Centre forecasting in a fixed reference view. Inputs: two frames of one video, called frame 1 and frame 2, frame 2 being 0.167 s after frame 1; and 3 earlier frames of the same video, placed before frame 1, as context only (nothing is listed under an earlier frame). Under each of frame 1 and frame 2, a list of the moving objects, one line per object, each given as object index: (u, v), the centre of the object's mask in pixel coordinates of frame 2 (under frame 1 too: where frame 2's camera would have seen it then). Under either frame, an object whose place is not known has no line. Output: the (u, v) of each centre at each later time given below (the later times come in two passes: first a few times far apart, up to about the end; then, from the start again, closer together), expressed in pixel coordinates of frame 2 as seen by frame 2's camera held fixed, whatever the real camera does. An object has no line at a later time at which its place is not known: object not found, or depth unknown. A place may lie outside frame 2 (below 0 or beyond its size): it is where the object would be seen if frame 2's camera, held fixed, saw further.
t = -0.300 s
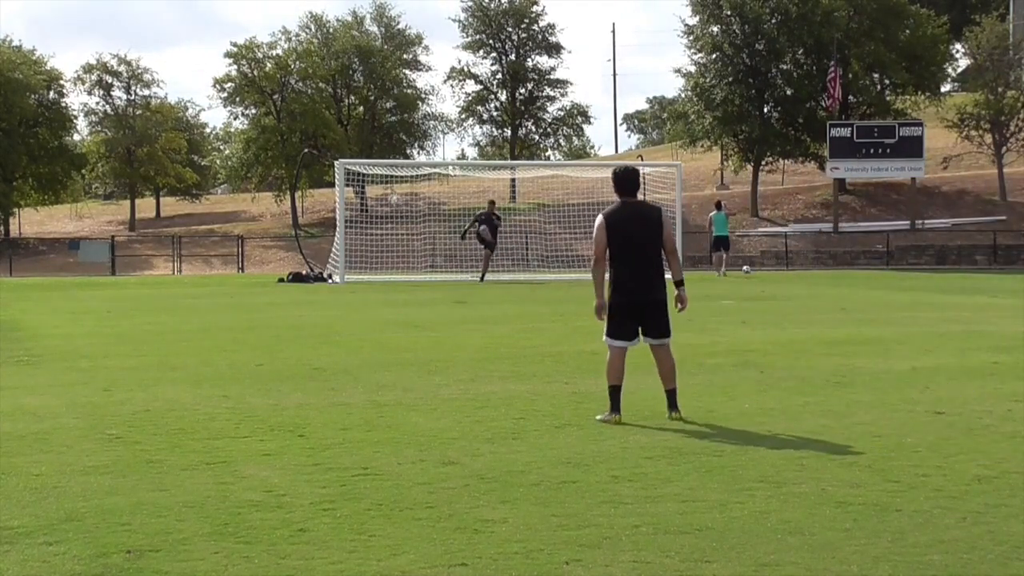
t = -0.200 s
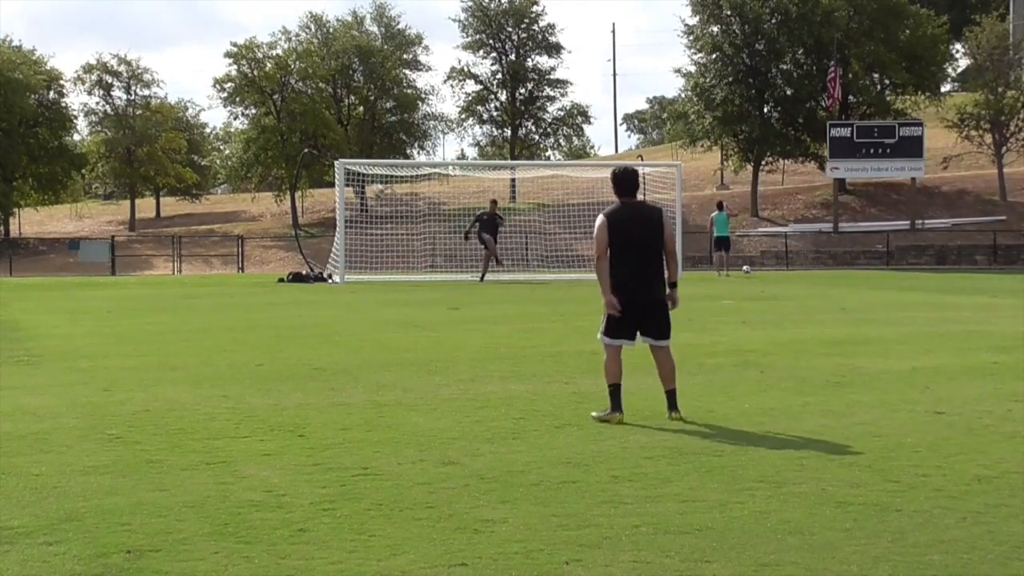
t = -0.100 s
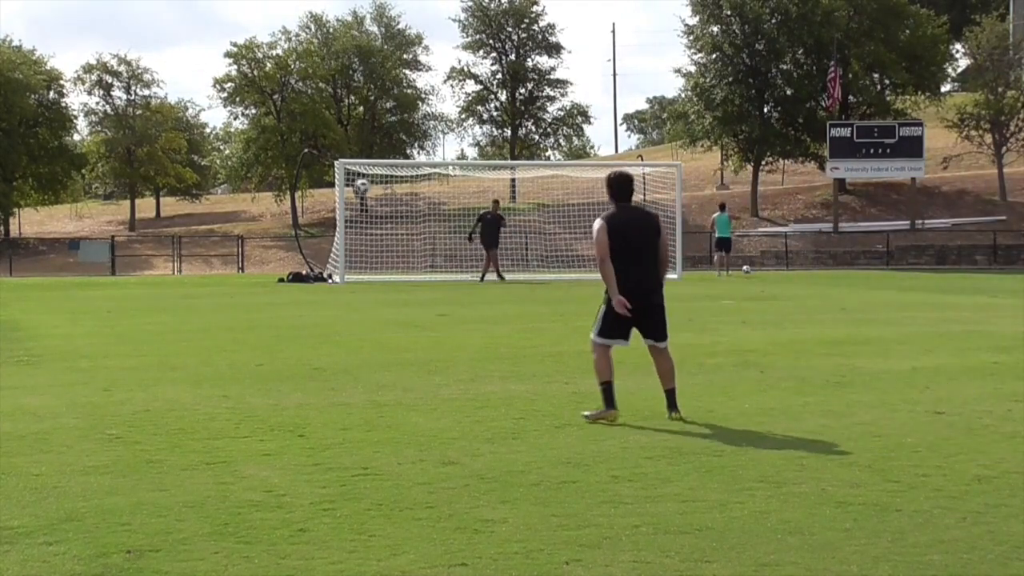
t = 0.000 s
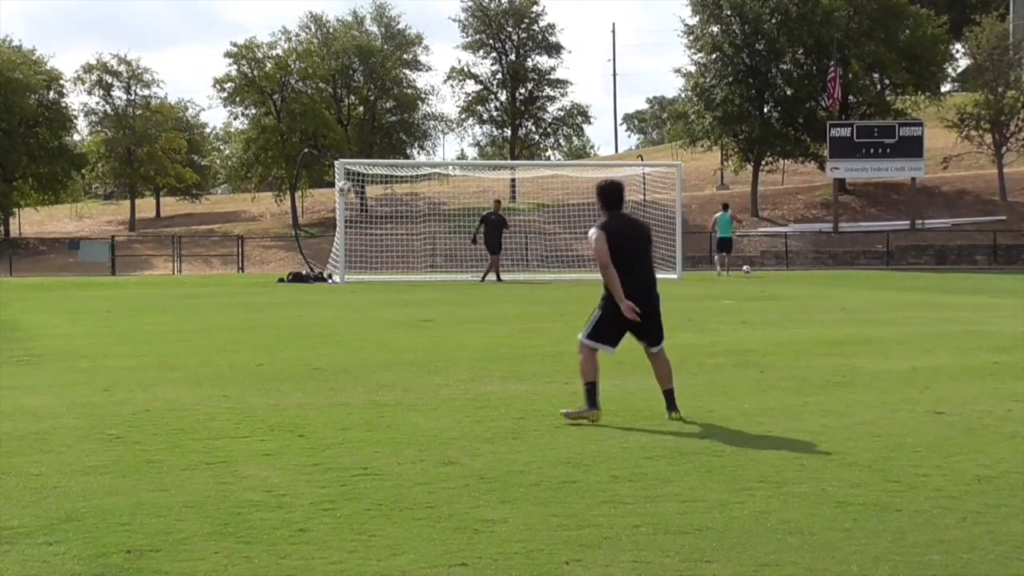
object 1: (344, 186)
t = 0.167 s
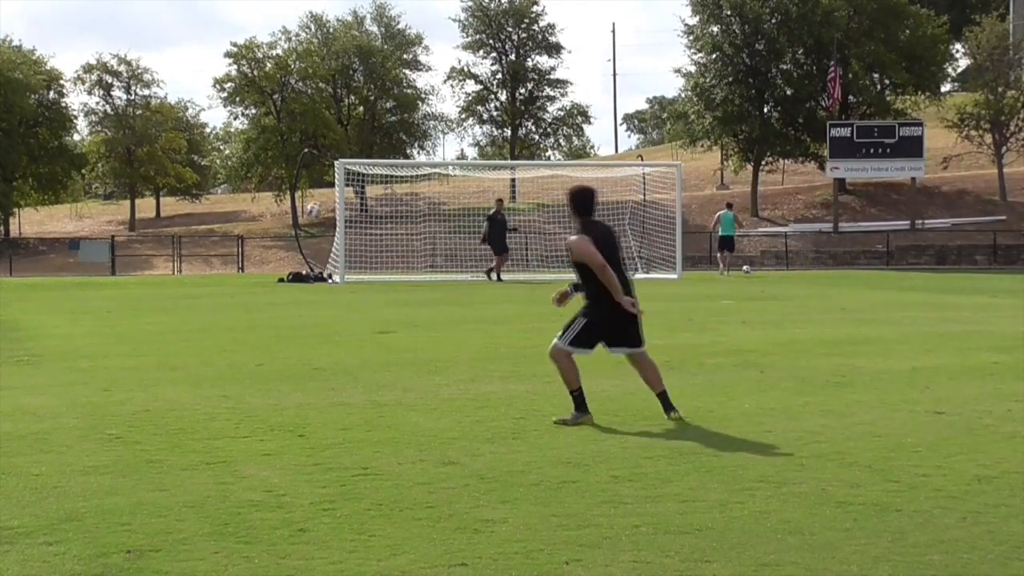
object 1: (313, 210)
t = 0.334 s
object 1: (282, 261)
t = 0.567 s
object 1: (239, 315)
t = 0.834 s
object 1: (200, 247)
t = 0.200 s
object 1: (308, 218)
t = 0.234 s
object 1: (301, 226)
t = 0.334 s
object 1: (282, 261)
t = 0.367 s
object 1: (274, 276)
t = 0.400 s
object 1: (268, 292)
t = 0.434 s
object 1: (262, 310)
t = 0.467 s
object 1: (255, 330)
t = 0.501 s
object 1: (248, 341)
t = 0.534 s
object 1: (244, 328)
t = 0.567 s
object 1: (239, 315)
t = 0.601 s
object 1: (235, 304)
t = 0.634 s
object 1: (231, 293)
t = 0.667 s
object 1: (226, 283)
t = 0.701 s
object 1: (221, 273)
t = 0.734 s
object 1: (216, 265)
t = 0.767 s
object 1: (211, 258)
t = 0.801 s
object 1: (205, 252)
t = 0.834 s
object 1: (200, 247)
